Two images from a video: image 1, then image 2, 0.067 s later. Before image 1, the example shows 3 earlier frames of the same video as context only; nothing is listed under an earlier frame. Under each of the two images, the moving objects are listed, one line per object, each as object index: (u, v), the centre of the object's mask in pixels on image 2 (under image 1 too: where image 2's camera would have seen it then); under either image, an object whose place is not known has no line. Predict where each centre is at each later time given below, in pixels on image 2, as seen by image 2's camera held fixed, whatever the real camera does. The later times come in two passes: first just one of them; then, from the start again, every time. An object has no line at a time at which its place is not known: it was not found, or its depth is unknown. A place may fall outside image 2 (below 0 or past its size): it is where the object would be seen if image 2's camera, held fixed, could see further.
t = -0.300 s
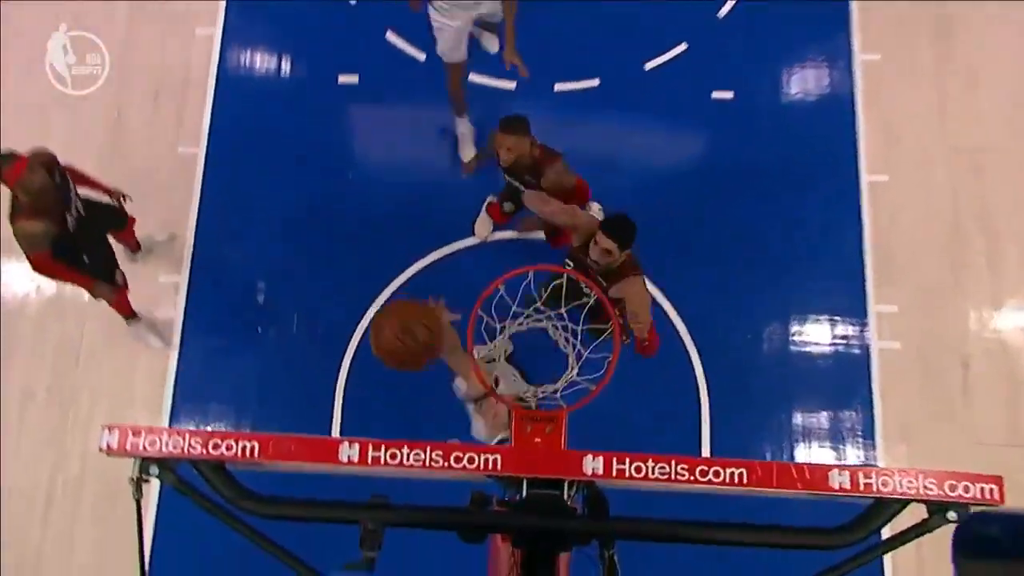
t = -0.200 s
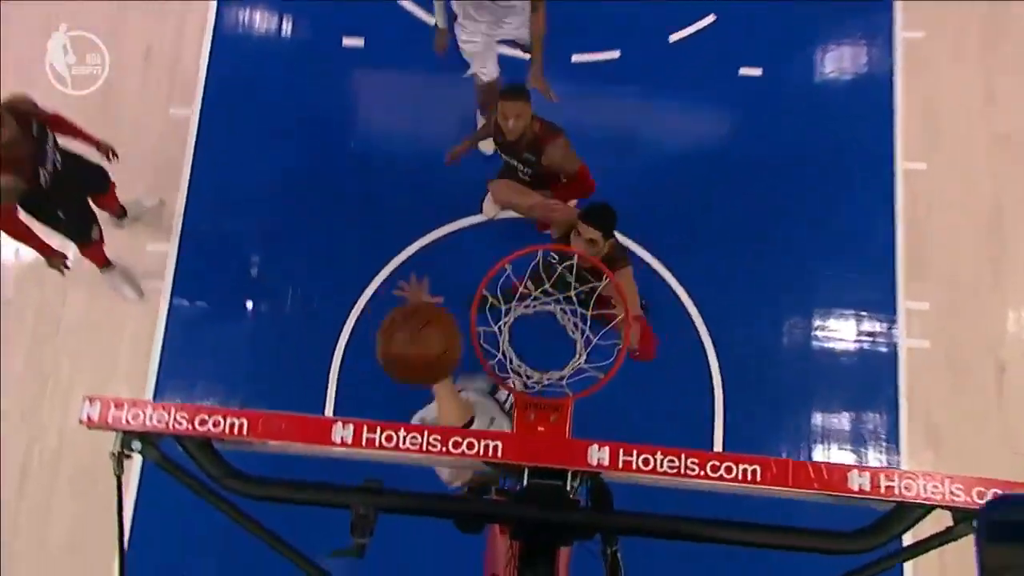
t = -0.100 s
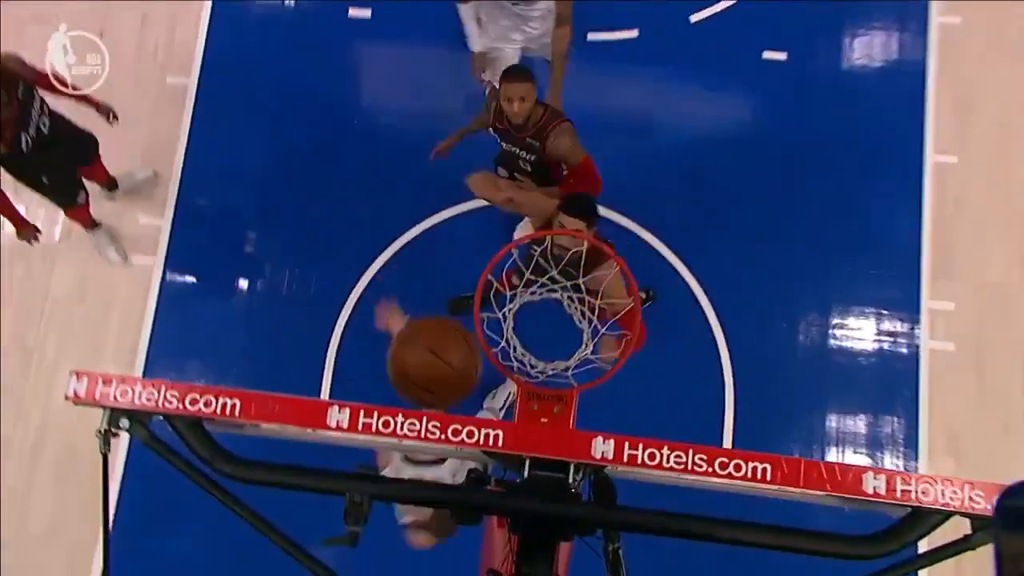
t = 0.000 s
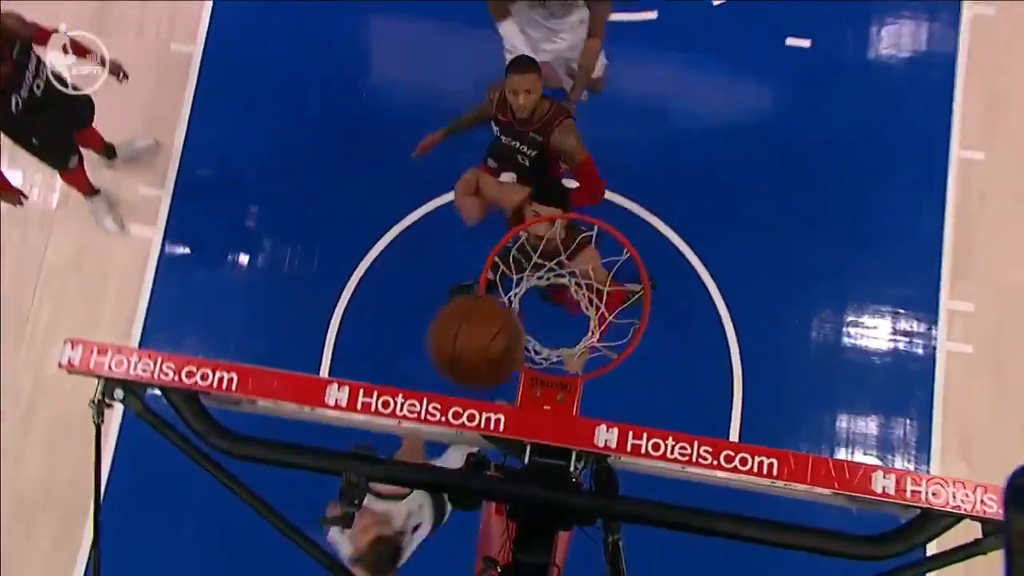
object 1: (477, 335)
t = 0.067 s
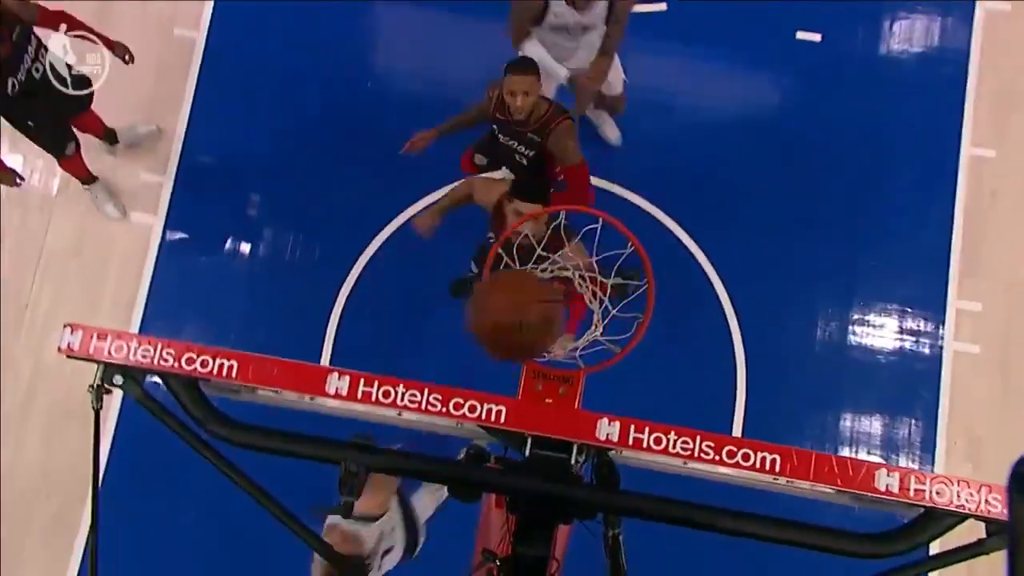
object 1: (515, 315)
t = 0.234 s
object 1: (586, 289)
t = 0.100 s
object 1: (531, 307)
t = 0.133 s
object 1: (547, 300)
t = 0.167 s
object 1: (555, 297)
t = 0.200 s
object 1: (569, 292)
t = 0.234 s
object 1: (586, 289)
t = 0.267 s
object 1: (596, 285)
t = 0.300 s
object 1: (605, 283)
